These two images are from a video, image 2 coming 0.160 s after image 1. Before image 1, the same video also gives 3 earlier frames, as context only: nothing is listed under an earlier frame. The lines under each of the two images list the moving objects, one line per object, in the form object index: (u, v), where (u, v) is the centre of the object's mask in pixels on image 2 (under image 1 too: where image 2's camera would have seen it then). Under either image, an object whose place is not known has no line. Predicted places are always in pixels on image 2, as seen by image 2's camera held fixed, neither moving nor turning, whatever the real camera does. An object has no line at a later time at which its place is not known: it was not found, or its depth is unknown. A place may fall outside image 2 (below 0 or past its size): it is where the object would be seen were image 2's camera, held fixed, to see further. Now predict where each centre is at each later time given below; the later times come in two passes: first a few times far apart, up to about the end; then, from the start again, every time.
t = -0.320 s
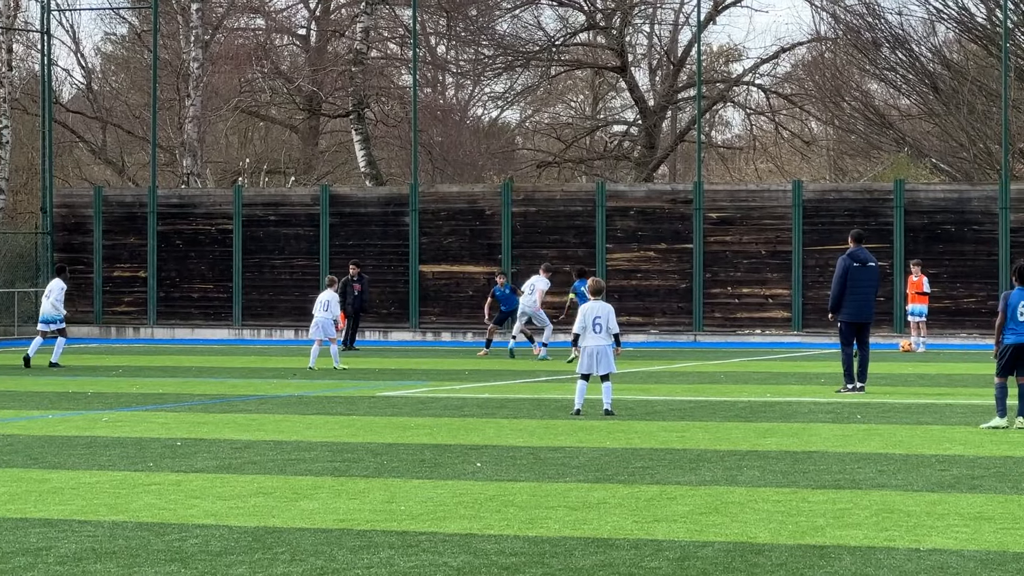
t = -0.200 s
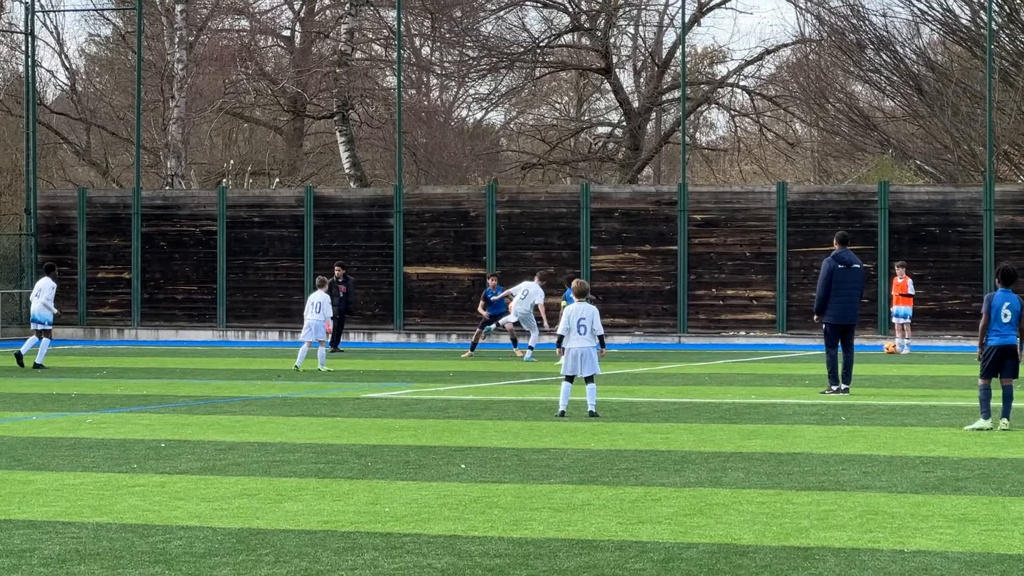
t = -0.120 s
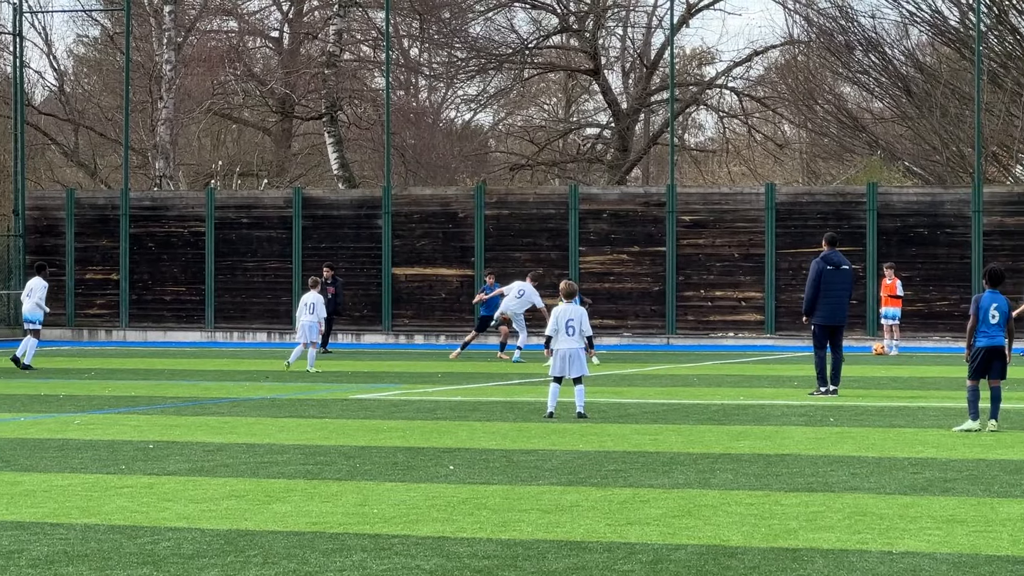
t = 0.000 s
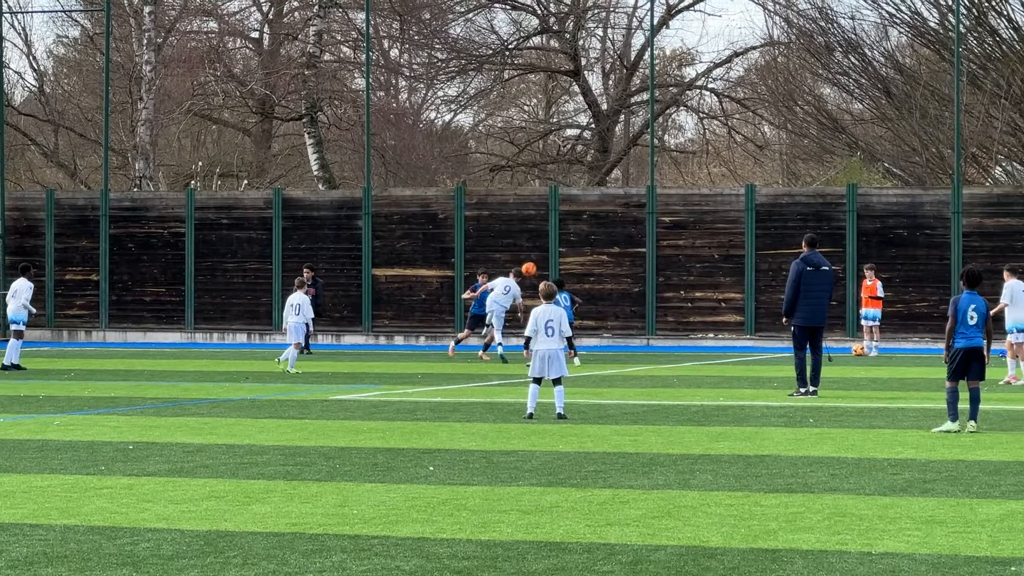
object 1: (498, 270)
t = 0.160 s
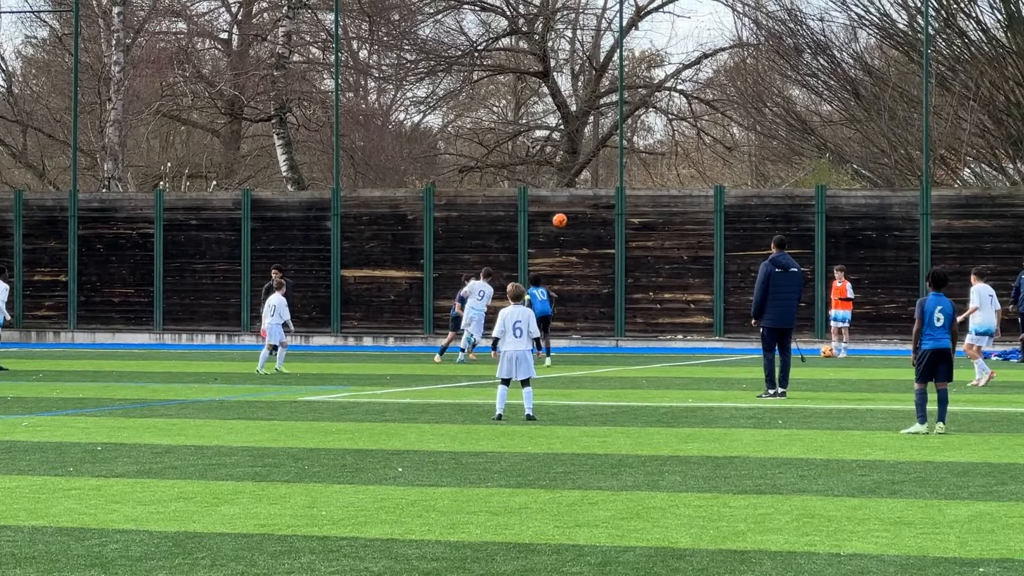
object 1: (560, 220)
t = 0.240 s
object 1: (590, 201)
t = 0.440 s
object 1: (664, 173)
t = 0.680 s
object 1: (753, 170)
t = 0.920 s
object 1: (839, 202)
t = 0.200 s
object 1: (575, 210)
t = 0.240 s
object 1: (590, 201)
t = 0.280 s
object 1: (605, 194)
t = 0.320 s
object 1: (620, 187)
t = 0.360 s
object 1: (635, 181)
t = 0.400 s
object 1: (650, 177)
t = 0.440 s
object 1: (664, 173)
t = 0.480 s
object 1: (679, 170)
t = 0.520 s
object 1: (694, 168)
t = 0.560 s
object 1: (708, 167)
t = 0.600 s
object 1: (723, 167)
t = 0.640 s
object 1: (738, 168)
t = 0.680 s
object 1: (753, 170)
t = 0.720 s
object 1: (767, 173)
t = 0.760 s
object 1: (782, 177)
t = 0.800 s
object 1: (796, 181)
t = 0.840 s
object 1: (810, 188)
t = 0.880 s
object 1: (824, 194)
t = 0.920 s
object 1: (839, 202)
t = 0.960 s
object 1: (853, 211)
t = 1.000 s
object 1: (867, 220)
